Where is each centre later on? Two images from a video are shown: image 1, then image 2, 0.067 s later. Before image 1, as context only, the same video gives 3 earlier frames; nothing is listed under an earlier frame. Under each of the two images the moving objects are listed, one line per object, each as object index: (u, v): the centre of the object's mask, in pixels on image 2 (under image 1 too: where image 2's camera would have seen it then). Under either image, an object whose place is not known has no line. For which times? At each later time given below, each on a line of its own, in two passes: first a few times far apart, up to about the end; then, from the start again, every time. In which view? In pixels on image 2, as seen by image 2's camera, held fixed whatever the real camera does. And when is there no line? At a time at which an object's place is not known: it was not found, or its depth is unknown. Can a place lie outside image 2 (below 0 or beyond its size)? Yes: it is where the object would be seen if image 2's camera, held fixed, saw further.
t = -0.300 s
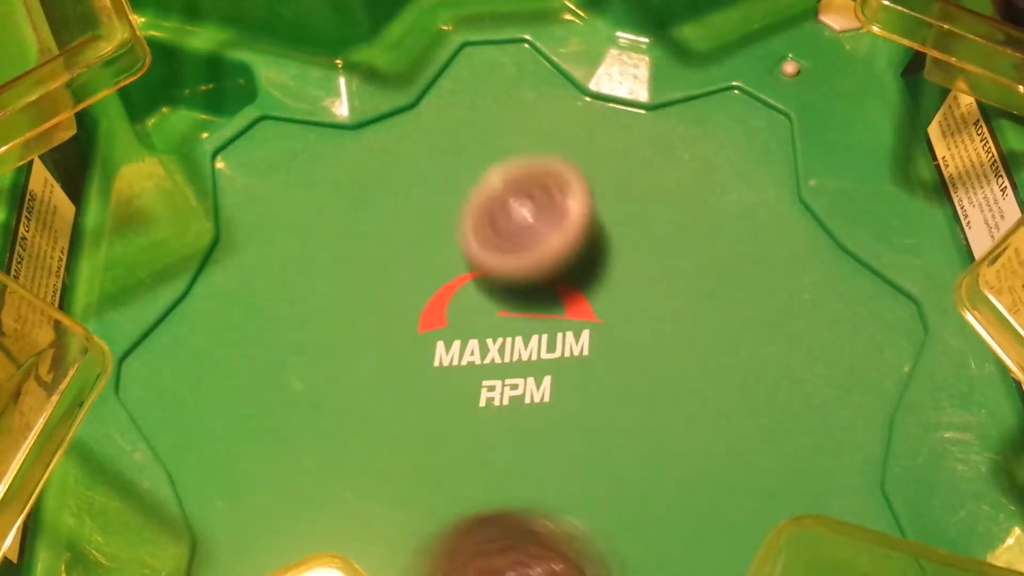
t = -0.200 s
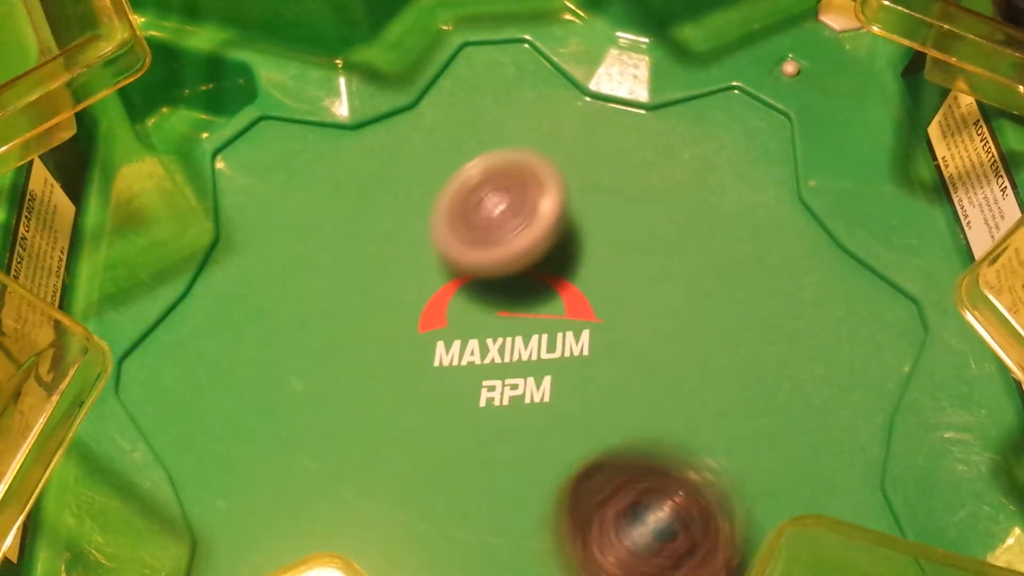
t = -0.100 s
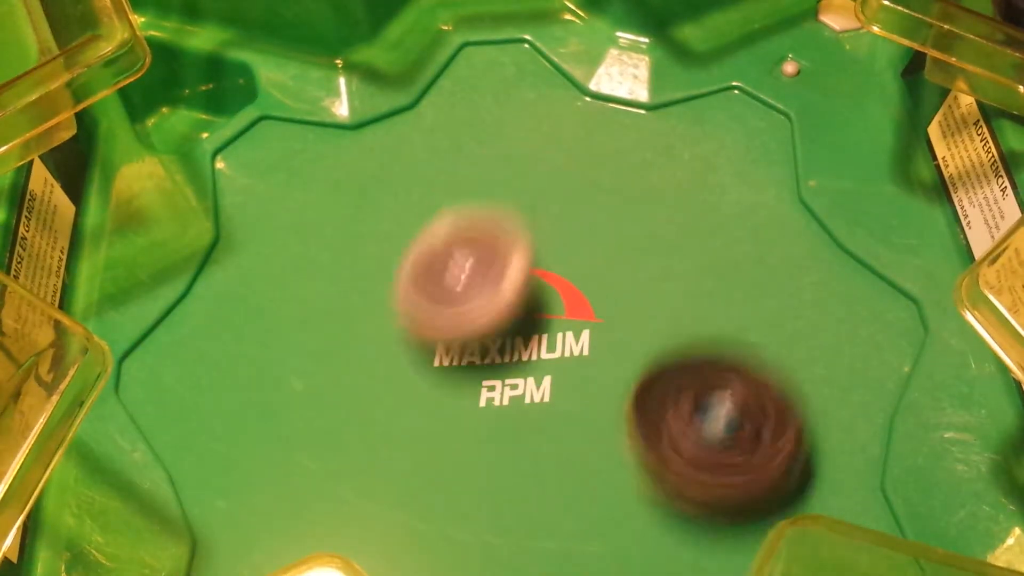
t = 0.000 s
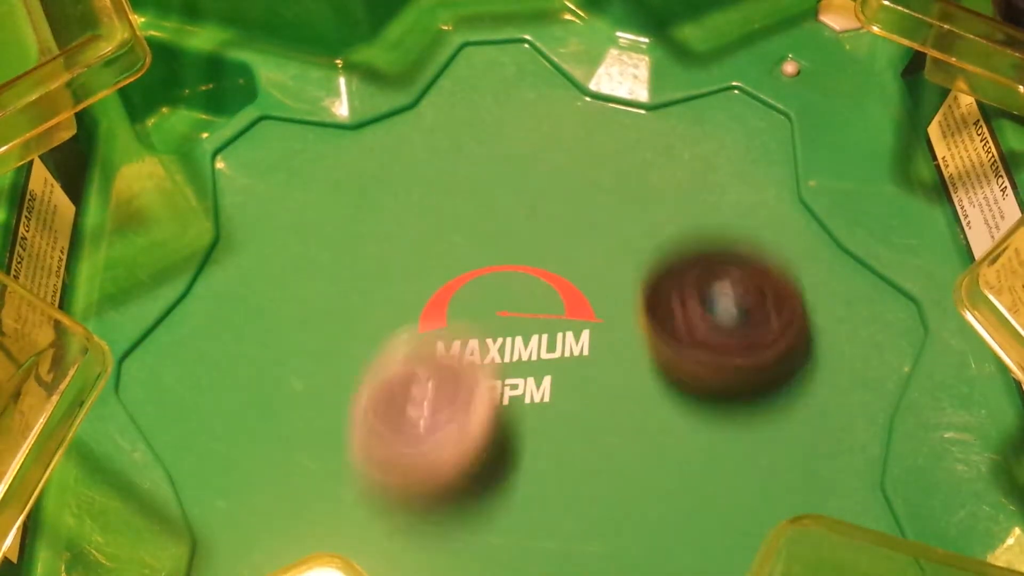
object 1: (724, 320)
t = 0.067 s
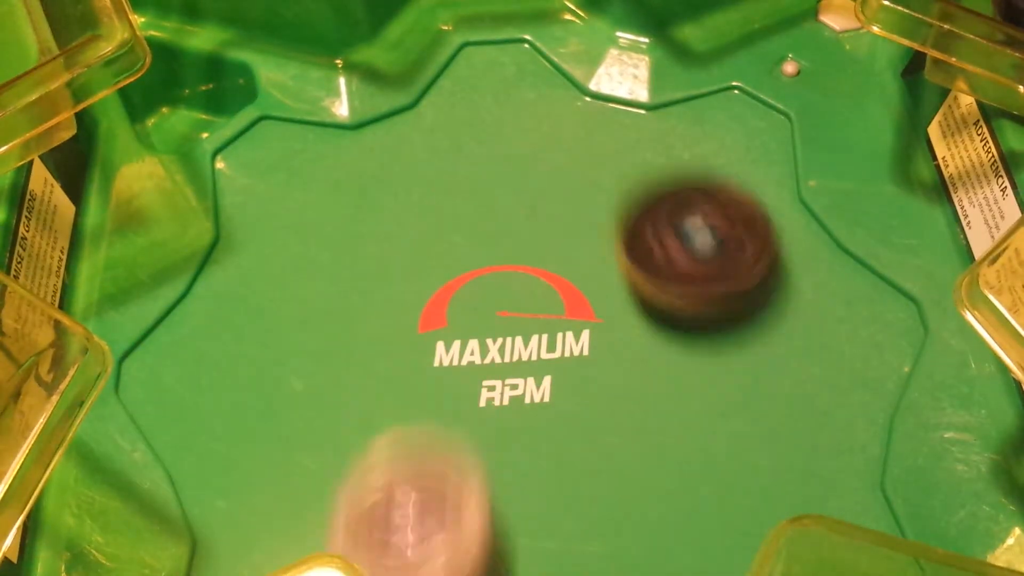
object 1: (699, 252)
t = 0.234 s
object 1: (565, 131)
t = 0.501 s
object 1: (287, 199)
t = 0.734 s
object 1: (363, 461)
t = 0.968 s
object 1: (646, 527)
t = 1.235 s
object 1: (847, 349)
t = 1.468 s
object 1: (687, 174)
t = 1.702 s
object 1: (455, 41)
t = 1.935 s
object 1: (545, 188)
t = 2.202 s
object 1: (738, 264)
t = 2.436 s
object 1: (684, 325)
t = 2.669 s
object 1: (627, 263)
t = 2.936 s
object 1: (599, 358)
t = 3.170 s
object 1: (729, 322)
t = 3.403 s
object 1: (664, 323)
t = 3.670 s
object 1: (534, 435)
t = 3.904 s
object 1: (525, 507)
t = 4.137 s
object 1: (546, 430)
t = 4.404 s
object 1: (461, 310)
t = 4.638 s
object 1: (369, 294)
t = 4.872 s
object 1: (407, 394)
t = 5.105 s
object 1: (577, 378)
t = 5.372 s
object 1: (548, 322)
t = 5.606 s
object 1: (471, 348)
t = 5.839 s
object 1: (497, 393)
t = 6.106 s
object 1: (519, 317)
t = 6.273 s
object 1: (507, 272)
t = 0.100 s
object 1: (679, 219)
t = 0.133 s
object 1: (657, 192)
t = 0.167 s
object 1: (629, 168)
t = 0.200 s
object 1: (598, 149)
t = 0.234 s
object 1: (565, 131)
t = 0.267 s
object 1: (529, 119)
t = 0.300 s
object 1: (492, 111)
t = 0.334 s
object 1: (452, 109)
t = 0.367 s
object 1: (414, 114)
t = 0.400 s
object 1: (376, 125)
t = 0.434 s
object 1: (344, 141)
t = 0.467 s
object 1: (311, 170)
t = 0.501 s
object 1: (287, 199)
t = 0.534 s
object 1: (271, 236)
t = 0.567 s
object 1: (266, 276)
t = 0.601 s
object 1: (268, 316)
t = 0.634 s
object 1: (280, 358)
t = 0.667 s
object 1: (299, 394)
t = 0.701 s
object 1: (329, 431)
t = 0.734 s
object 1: (363, 461)
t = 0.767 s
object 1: (393, 492)
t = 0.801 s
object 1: (426, 508)
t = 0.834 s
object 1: (462, 519)
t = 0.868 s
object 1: (509, 527)
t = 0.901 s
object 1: (553, 530)
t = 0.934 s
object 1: (602, 530)
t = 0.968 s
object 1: (646, 527)
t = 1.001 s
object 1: (685, 519)
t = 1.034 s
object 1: (720, 505)
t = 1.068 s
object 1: (761, 486)
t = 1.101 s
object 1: (797, 464)
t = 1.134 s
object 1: (823, 445)
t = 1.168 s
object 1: (839, 416)
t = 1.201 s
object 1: (846, 383)
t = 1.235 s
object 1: (847, 349)
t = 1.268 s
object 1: (841, 315)
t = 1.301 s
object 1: (828, 284)
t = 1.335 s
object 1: (808, 253)
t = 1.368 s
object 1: (783, 225)
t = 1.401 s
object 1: (754, 205)
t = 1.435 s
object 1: (721, 187)
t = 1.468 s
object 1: (687, 174)
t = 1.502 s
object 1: (651, 167)
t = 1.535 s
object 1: (613, 162)
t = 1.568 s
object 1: (575, 163)
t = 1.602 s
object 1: (543, 159)
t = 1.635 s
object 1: (513, 115)
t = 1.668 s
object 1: (483, 69)
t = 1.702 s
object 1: (455, 41)
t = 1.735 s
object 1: (445, 27)
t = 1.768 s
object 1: (456, 33)
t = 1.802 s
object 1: (473, 47)
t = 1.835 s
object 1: (493, 72)
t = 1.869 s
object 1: (512, 108)
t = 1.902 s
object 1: (530, 149)
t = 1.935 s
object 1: (545, 188)
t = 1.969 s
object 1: (577, 209)
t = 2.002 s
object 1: (615, 213)
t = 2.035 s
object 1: (649, 218)
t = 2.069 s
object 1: (679, 225)
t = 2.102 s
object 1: (702, 234)
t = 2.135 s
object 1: (720, 244)
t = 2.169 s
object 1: (731, 254)
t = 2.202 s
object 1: (738, 264)
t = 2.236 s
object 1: (741, 273)
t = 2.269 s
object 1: (739, 282)
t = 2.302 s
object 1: (734, 291)
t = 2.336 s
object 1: (725, 301)
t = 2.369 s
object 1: (714, 311)
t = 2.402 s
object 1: (699, 321)
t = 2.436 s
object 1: (684, 325)
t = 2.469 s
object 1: (673, 320)
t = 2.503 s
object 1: (666, 308)
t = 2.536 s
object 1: (657, 296)
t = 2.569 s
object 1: (650, 284)
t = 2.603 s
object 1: (642, 272)
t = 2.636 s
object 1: (635, 265)
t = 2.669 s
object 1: (627, 263)
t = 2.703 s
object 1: (621, 264)
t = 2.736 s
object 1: (616, 271)
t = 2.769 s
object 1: (612, 281)
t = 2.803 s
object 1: (609, 294)
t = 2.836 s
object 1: (606, 308)
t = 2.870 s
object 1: (604, 324)
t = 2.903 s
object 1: (601, 340)
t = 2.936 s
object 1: (599, 358)
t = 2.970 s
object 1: (597, 375)
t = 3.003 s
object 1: (614, 378)
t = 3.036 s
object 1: (651, 360)
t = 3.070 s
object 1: (680, 344)
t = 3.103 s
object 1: (704, 334)
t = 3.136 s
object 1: (720, 327)
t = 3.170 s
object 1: (729, 322)
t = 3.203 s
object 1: (733, 319)
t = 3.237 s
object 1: (731, 315)
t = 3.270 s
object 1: (725, 313)
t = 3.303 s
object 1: (714, 312)
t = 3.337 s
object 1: (699, 313)
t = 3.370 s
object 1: (682, 317)
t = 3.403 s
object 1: (664, 323)
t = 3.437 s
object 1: (643, 332)
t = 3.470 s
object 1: (624, 343)
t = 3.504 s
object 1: (606, 357)
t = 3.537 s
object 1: (589, 371)
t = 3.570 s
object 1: (573, 387)
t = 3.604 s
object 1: (558, 402)
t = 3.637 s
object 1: (545, 421)
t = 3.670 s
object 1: (534, 435)
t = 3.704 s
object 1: (525, 450)
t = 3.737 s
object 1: (518, 468)
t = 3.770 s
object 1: (514, 483)
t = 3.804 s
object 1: (512, 493)
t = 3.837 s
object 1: (514, 500)
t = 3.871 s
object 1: (519, 505)
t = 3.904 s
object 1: (525, 507)
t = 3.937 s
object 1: (533, 505)
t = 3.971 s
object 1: (540, 502)
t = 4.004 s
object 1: (546, 495)
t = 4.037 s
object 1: (552, 482)
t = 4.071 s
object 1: (553, 466)
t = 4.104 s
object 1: (550, 447)
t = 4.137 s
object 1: (546, 430)
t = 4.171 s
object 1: (540, 415)
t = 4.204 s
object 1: (531, 394)
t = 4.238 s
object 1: (521, 376)
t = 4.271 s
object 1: (511, 360)
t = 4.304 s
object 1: (498, 345)
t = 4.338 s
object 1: (486, 334)
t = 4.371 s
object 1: (472, 321)
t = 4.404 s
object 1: (461, 310)
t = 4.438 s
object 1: (451, 300)
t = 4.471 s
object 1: (441, 291)
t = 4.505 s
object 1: (430, 283)
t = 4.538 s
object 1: (420, 275)
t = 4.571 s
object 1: (401, 276)
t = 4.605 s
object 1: (383, 285)
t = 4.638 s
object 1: (369, 294)
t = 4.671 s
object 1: (358, 307)
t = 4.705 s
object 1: (352, 323)
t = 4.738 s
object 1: (352, 342)
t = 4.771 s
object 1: (357, 358)
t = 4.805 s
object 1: (369, 373)
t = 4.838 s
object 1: (386, 385)
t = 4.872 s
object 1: (407, 394)
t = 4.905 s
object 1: (430, 402)
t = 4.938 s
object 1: (456, 405)
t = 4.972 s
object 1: (483, 405)
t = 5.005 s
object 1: (508, 402)
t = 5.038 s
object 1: (532, 397)
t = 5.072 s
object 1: (555, 389)
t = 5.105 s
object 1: (577, 378)
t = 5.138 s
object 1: (596, 367)
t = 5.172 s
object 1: (611, 353)
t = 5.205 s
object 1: (609, 344)
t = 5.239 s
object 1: (597, 338)
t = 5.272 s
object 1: (586, 333)
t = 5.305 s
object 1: (575, 328)
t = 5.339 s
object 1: (562, 325)
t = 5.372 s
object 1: (548, 322)
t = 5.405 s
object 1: (535, 322)
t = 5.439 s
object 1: (522, 324)
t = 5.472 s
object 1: (508, 328)
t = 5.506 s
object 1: (495, 333)
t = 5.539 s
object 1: (485, 338)
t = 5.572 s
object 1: (478, 343)
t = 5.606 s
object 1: (471, 348)
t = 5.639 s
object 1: (466, 356)
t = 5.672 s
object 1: (465, 365)
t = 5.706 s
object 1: (466, 373)
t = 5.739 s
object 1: (470, 381)
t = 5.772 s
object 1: (477, 388)
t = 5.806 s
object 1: (486, 391)
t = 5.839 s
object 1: (497, 393)
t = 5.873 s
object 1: (507, 389)
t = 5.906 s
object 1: (512, 380)
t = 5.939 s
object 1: (513, 368)
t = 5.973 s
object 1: (515, 358)
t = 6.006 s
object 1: (517, 348)
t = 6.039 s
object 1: (520, 339)
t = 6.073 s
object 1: (521, 329)
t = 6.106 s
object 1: (519, 317)
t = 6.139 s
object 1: (517, 305)
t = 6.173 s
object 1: (515, 295)
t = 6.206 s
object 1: (514, 286)
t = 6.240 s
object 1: (512, 278)
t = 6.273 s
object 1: (507, 272)
